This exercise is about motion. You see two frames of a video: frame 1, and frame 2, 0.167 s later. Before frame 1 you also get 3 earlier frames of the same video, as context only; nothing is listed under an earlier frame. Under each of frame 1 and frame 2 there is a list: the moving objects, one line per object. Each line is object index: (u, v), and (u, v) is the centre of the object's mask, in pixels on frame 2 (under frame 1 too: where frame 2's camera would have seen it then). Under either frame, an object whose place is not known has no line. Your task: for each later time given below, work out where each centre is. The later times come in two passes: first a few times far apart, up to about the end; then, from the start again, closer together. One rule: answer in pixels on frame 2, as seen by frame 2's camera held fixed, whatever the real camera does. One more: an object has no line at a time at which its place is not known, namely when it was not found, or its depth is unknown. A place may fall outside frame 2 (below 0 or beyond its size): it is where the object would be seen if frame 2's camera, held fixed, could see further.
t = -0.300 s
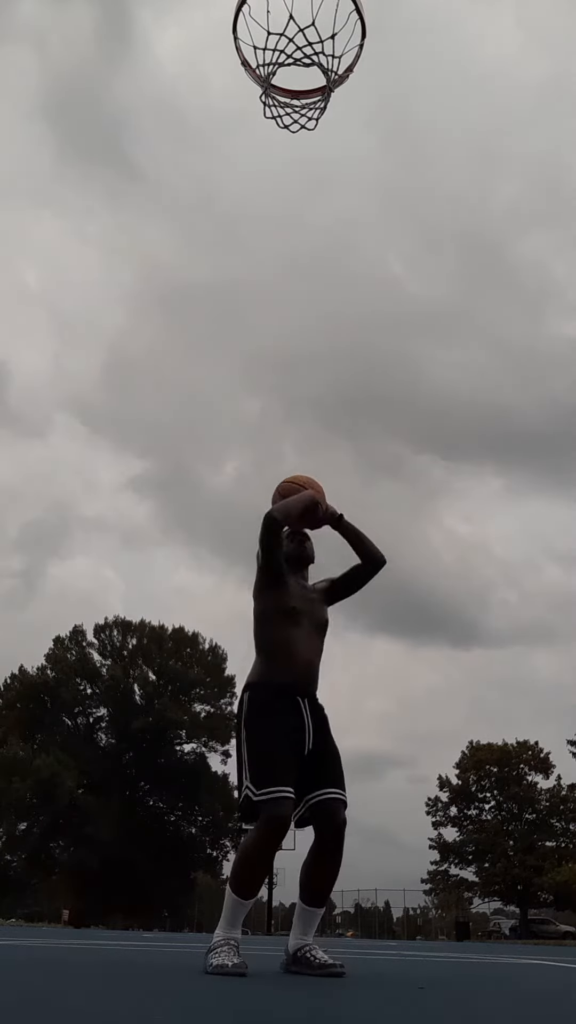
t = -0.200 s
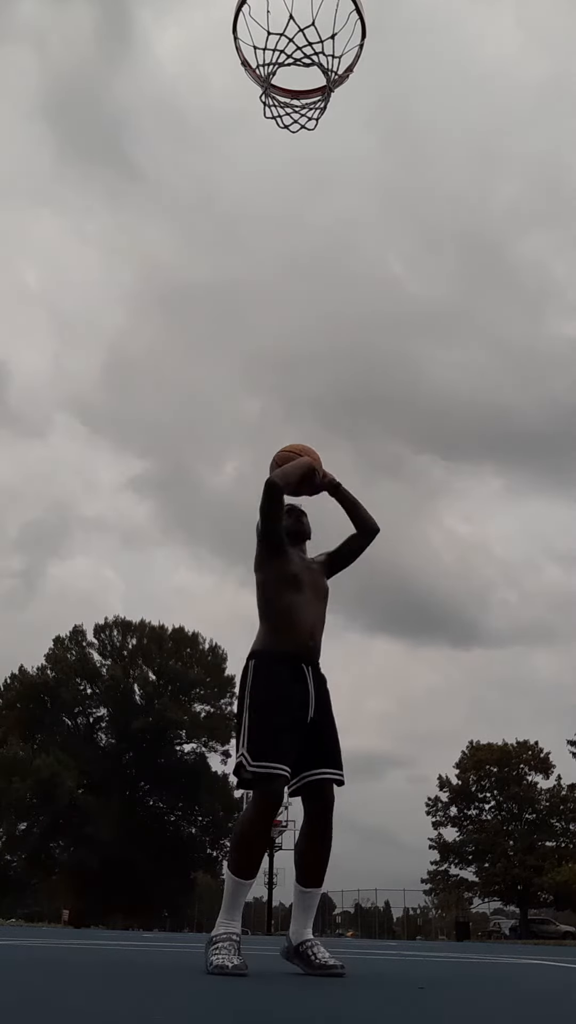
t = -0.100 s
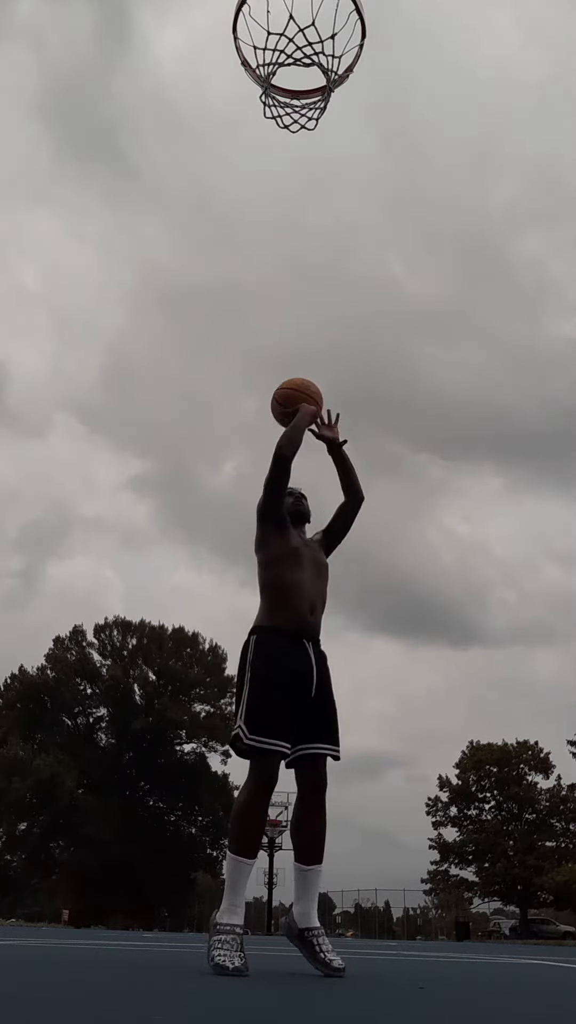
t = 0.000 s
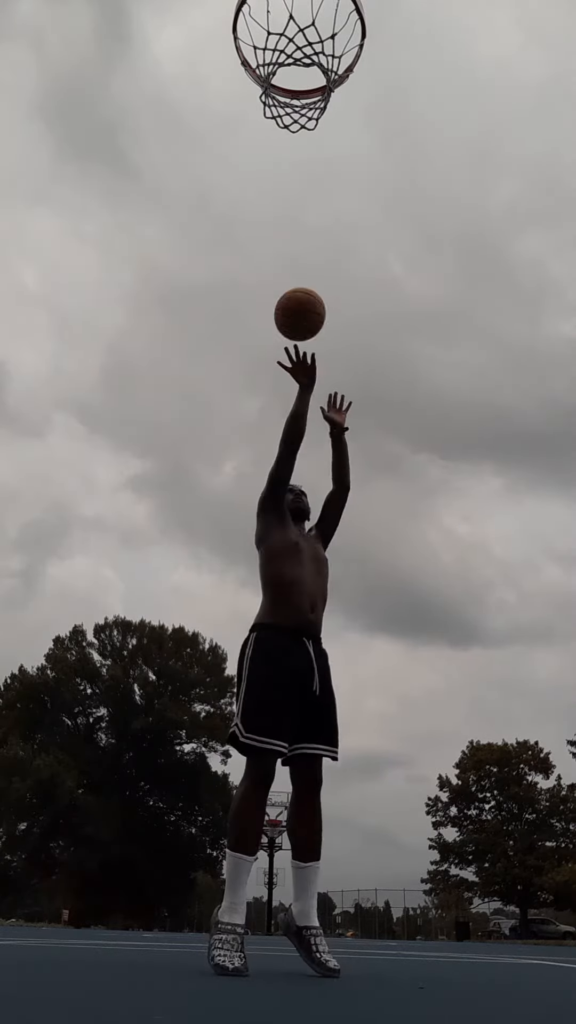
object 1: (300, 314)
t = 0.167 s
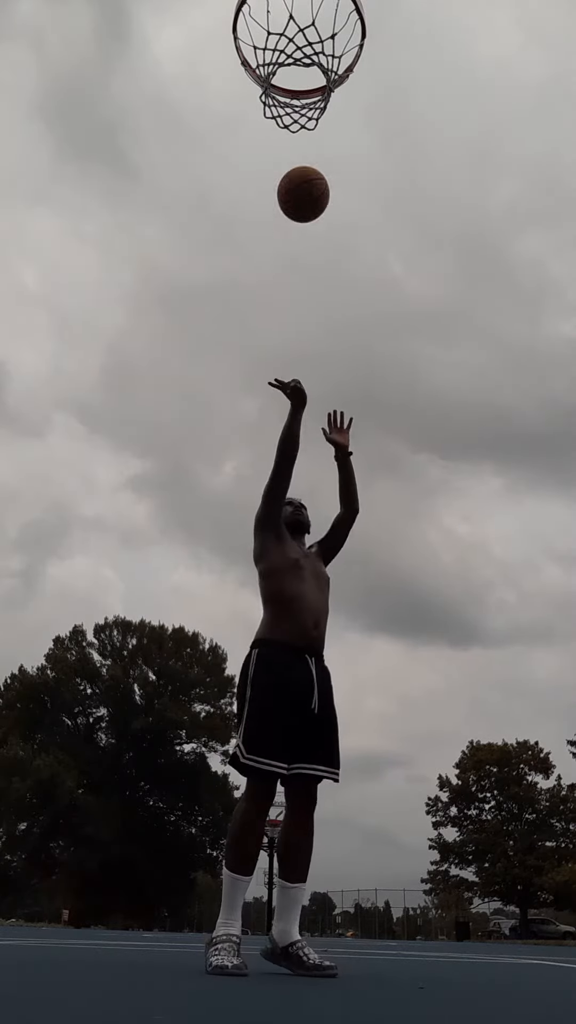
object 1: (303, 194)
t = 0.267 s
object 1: (305, 142)
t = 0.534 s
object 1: (308, 54)
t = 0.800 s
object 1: (300, 59)
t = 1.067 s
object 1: (274, 199)
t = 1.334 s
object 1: (224, 621)
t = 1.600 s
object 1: (202, 572)
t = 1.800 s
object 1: (202, 401)
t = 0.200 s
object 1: (304, 175)
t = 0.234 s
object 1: (304, 158)
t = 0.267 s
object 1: (305, 142)
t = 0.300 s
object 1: (306, 127)
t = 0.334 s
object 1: (307, 112)
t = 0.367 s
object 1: (306, 99)
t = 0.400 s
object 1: (305, 78)
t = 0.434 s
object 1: (306, 72)
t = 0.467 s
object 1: (307, 66)
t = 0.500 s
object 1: (308, 62)
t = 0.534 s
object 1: (308, 54)
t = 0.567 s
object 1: (308, 49)
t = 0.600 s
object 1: (309, 46)
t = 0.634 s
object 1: (309, 44)
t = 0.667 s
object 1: (309, 43)
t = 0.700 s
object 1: (309, 44)
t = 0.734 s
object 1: (306, 47)
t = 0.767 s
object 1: (303, 50)
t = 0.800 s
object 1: (300, 59)
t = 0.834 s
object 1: (298, 68)
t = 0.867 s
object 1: (295, 79)
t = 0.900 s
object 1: (292, 92)
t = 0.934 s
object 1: (288, 107)
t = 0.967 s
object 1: (285, 125)
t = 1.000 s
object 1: (281, 147)
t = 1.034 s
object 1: (277, 171)
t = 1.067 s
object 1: (274, 199)
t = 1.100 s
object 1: (269, 232)
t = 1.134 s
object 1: (264, 268)
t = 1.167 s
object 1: (259, 310)
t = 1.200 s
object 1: (253, 357)
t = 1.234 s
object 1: (247, 410)
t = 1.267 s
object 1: (240, 470)
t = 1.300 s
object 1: (232, 540)
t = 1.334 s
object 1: (224, 621)
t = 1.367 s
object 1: (212, 719)
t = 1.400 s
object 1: (198, 834)
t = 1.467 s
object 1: (190, 844)
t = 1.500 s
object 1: (193, 756)
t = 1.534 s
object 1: (197, 685)
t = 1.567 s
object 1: (200, 622)
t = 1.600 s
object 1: (202, 572)
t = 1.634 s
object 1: (202, 529)
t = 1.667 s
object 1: (203, 494)
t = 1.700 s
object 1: (203, 463)
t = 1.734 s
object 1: (203, 438)
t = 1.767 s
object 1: (203, 418)
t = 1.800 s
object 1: (202, 401)
